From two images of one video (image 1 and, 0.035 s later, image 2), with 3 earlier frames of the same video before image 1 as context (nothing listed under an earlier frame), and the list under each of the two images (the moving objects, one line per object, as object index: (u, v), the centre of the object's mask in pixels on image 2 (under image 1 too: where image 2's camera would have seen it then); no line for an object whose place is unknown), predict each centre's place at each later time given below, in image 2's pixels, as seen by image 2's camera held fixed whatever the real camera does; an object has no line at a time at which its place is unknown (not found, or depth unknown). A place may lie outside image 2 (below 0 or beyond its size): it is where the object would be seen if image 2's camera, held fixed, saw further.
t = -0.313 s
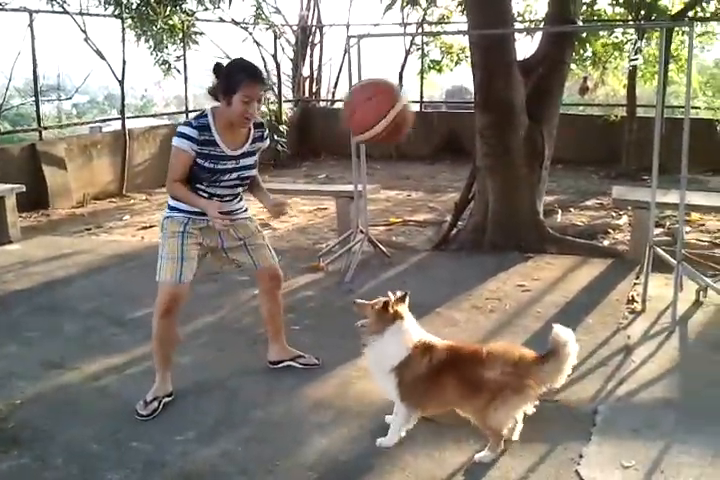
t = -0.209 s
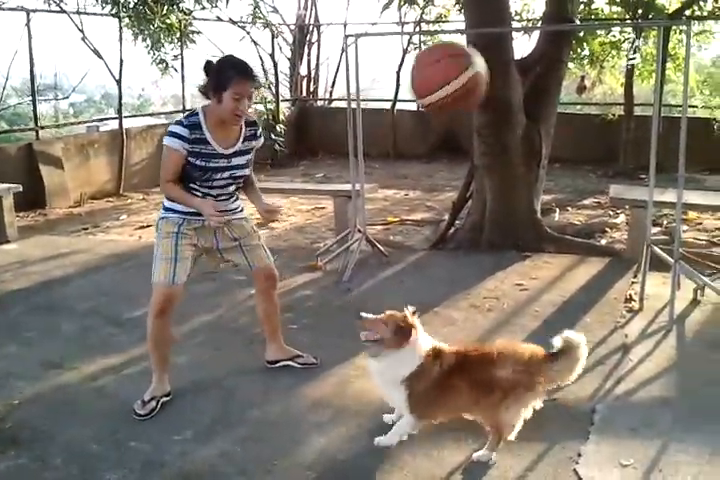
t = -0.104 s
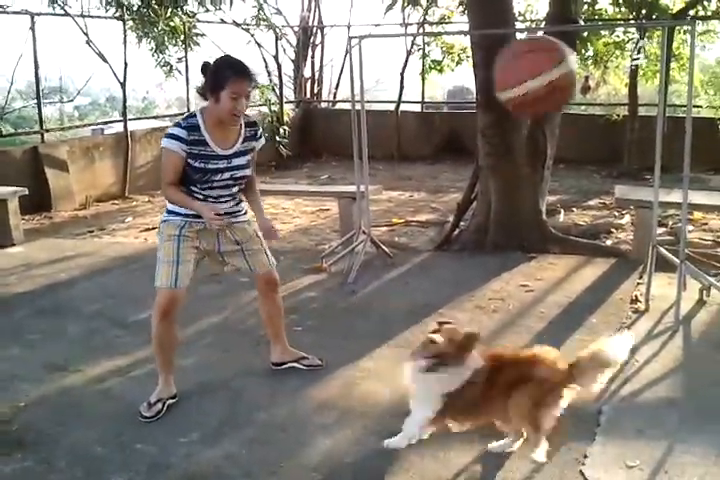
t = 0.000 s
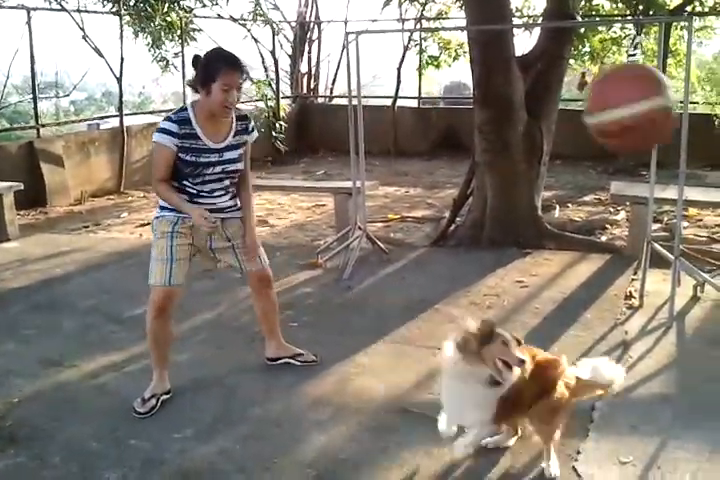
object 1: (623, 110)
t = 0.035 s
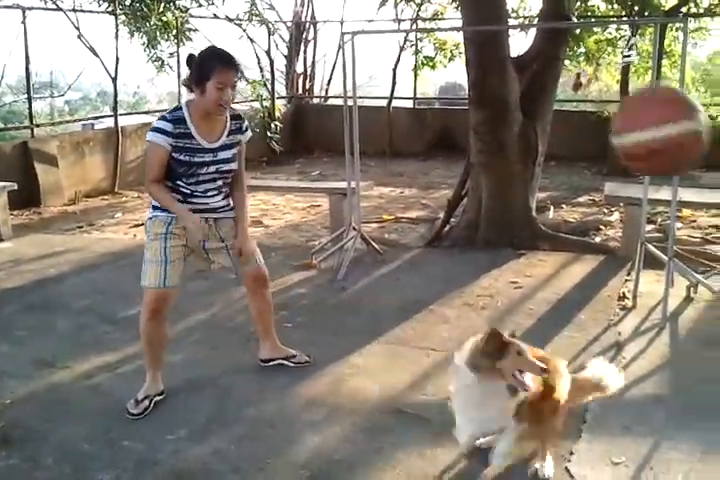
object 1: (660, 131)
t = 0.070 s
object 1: (691, 158)
